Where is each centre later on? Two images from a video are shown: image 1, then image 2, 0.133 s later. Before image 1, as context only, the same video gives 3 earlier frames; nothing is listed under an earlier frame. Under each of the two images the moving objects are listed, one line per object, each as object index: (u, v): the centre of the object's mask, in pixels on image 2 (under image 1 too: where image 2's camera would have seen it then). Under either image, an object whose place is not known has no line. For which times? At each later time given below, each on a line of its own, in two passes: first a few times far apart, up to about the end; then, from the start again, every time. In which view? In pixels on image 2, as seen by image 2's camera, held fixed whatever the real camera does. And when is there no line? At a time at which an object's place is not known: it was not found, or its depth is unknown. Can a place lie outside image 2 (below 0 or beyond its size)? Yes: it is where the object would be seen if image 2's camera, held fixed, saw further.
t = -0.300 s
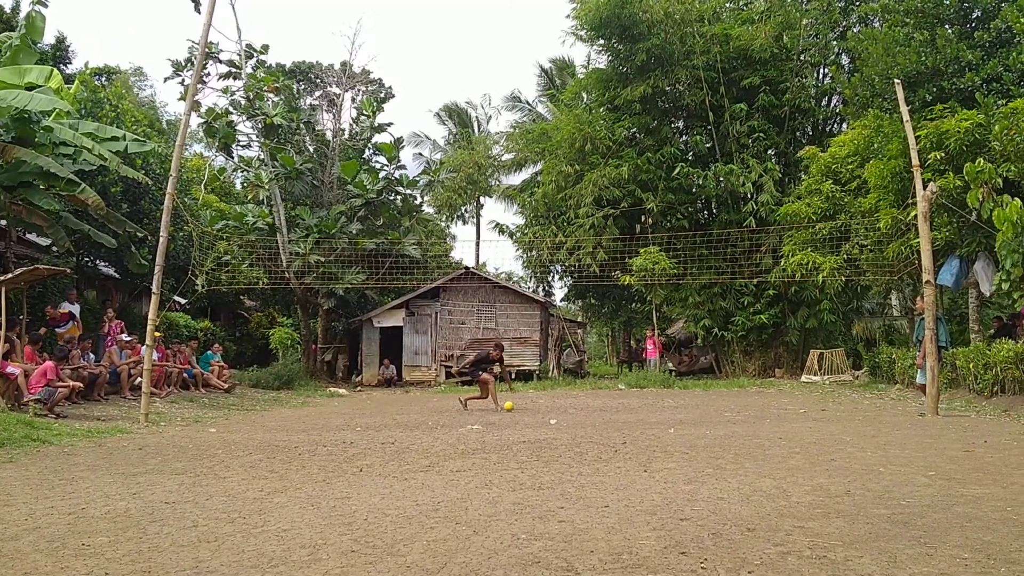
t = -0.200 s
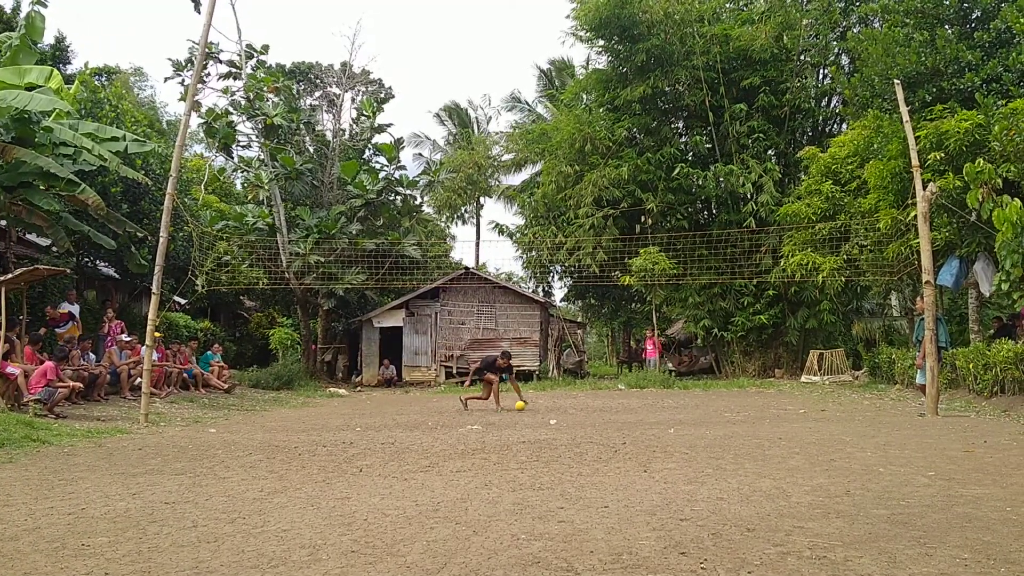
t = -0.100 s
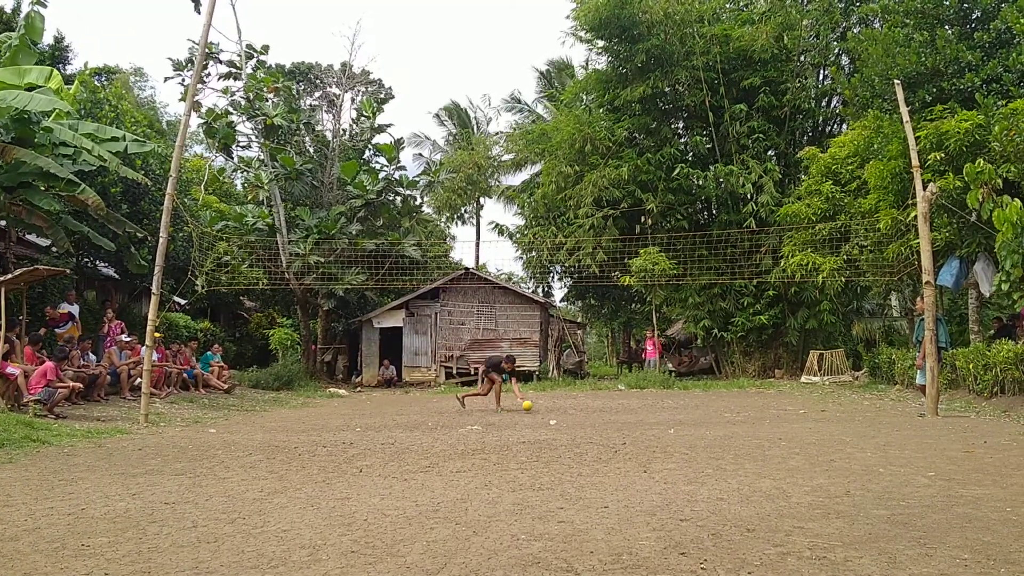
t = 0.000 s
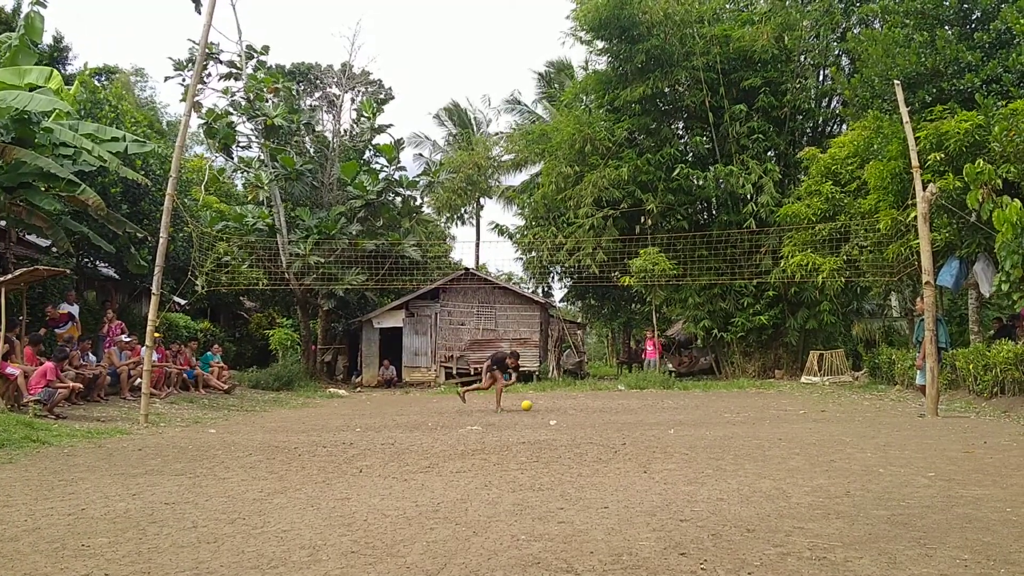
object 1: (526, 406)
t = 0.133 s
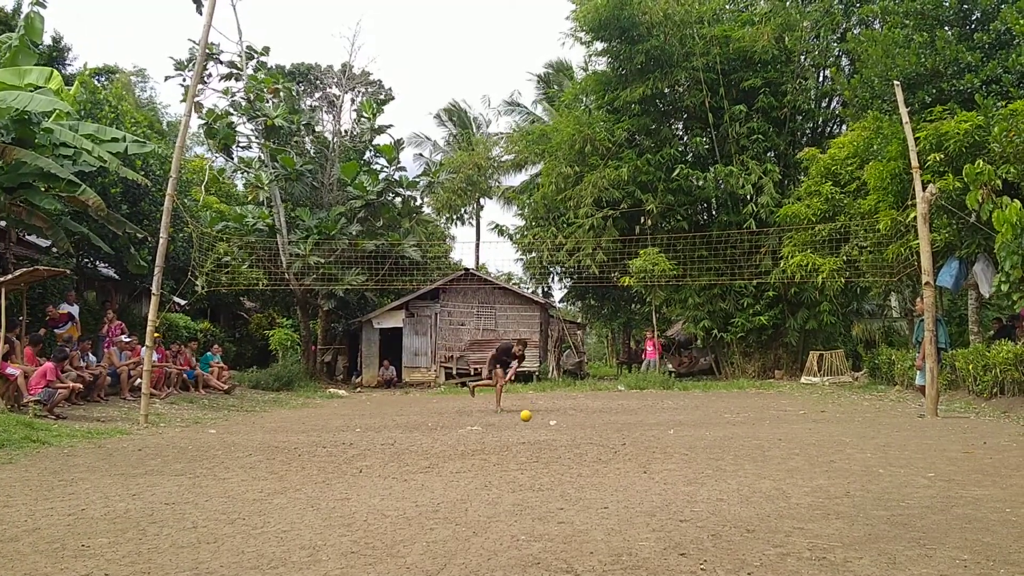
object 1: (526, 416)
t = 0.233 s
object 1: (527, 411)
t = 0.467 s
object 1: (535, 422)
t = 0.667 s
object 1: (546, 426)
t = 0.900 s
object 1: (557, 435)
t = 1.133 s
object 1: (572, 451)
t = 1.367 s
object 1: (589, 461)
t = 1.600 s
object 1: (615, 484)
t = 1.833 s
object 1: (651, 503)
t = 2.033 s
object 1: (696, 531)
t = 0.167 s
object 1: (526, 414)
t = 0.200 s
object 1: (527, 412)
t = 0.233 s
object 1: (527, 411)
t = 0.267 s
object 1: (528, 411)
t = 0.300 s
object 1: (529, 412)
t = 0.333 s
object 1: (530, 414)
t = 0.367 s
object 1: (531, 417)
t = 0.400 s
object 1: (532, 421)
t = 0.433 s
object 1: (533, 425)
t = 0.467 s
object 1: (535, 422)
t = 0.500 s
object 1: (536, 420)
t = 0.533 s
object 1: (538, 419)
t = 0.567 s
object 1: (540, 419)
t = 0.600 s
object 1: (542, 421)
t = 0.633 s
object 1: (544, 423)
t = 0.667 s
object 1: (546, 426)
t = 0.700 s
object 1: (548, 431)
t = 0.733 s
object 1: (551, 434)
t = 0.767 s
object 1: (552, 432)
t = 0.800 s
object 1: (553, 431)
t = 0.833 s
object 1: (554, 431)
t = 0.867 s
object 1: (556, 433)
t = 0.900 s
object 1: (557, 435)
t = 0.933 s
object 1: (559, 440)
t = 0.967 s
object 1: (561, 443)
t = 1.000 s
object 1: (563, 443)
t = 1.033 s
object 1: (565, 444)
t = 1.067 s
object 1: (568, 445)
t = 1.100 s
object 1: (570, 449)
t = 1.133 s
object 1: (572, 451)
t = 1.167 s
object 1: (574, 451)
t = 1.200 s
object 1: (576, 452)
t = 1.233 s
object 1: (578, 456)
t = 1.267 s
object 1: (580, 459)
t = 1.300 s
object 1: (582, 459)
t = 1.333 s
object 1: (585, 459)
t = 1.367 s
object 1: (589, 461)
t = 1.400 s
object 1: (592, 466)
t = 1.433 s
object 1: (596, 471)
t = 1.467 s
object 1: (599, 471)
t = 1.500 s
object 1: (603, 472)
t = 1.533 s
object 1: (607, 475)
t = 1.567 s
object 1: (611, 480)
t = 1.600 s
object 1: (615, 484)
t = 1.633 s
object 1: (619, 486)
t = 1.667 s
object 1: (624, 489)
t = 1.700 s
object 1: (628, 495)
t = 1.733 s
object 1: (633, 495)
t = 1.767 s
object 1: (639, 495)
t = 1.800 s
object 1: (644, 498)
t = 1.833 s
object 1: (651, 503)
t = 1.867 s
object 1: (657, 512)
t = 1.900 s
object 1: (665, 522)
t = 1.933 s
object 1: (672, 520)
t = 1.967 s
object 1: (679, 521)
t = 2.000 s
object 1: (687, 524)
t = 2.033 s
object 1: (696, 531)
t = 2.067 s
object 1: (706, 541)
